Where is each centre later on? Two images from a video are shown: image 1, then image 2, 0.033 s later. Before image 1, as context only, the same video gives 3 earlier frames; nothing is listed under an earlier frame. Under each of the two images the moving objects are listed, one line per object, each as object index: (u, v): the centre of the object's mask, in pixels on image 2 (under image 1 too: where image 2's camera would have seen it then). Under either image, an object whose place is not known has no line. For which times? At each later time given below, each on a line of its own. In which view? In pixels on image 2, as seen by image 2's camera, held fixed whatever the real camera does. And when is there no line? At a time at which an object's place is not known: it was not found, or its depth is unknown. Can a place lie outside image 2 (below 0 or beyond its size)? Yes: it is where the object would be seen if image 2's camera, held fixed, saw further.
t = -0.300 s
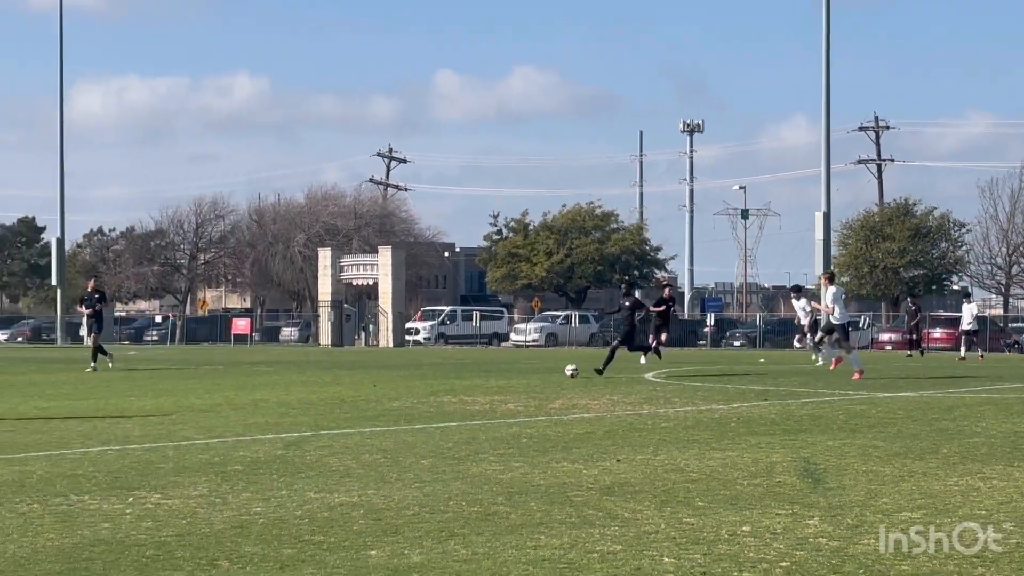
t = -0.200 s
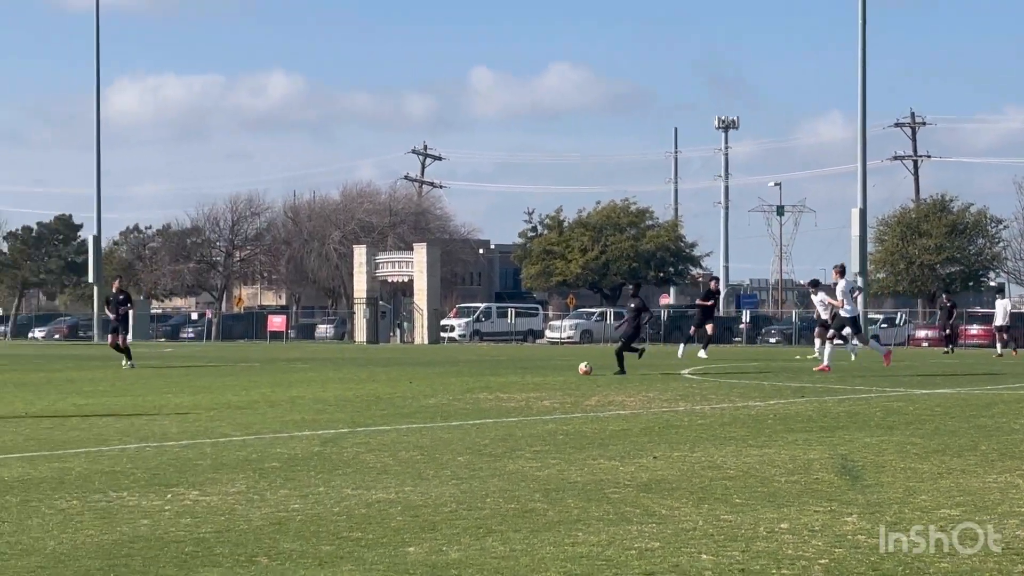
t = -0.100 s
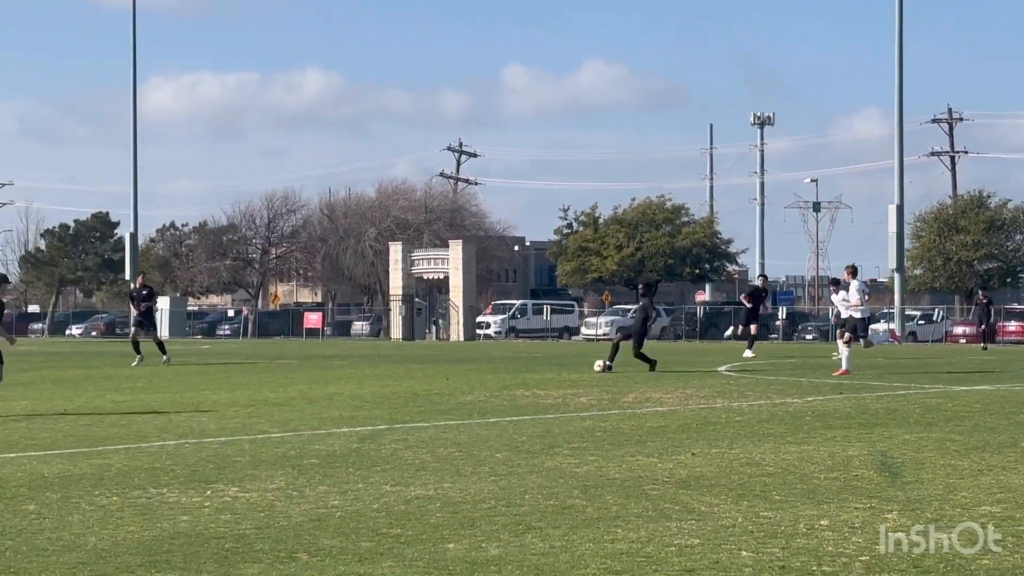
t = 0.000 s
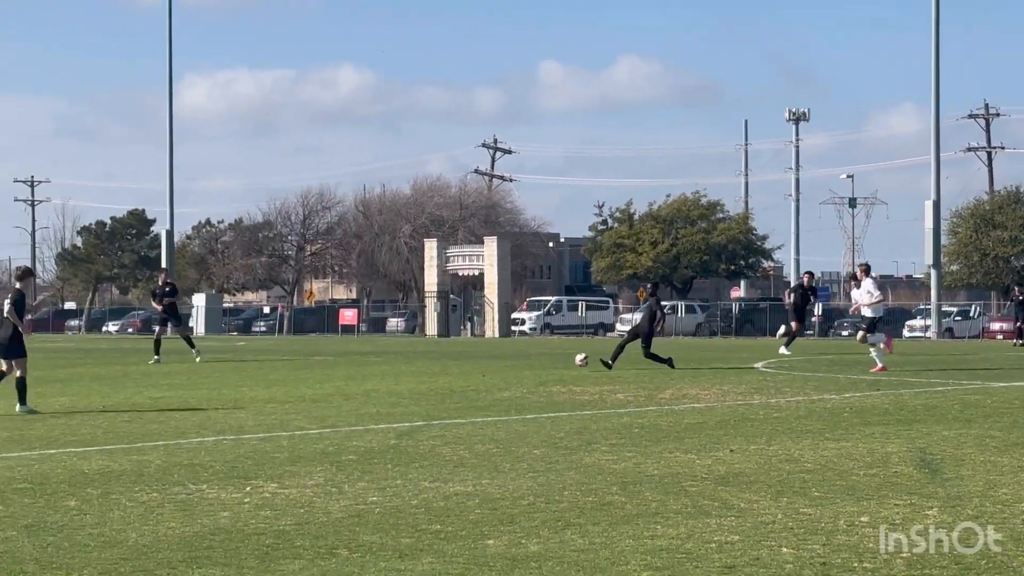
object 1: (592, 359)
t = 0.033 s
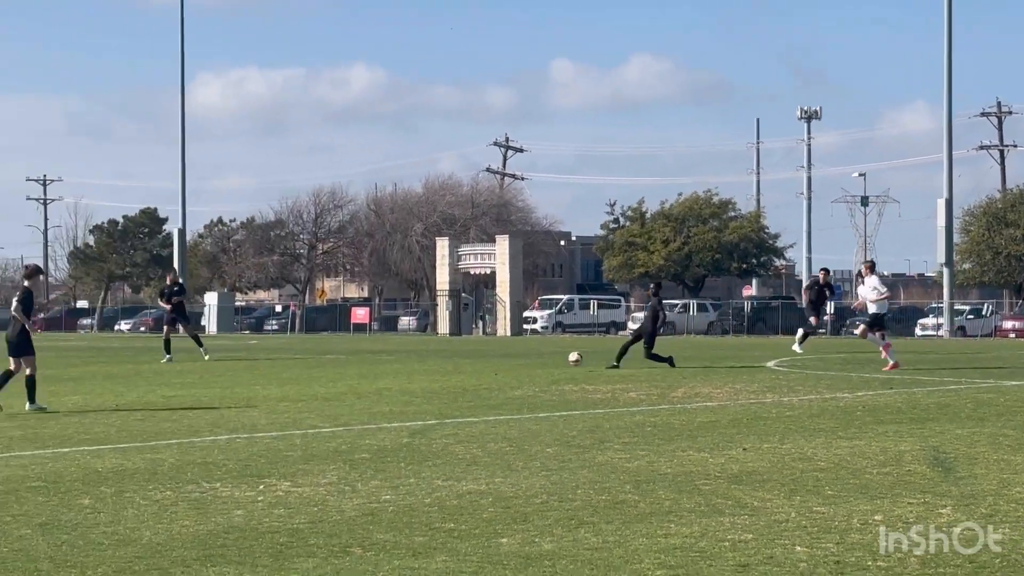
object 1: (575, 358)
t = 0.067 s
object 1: (558, 359)
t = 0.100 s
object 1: (541, 361)
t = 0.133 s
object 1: (523, 364)
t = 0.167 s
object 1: (506, 367)
